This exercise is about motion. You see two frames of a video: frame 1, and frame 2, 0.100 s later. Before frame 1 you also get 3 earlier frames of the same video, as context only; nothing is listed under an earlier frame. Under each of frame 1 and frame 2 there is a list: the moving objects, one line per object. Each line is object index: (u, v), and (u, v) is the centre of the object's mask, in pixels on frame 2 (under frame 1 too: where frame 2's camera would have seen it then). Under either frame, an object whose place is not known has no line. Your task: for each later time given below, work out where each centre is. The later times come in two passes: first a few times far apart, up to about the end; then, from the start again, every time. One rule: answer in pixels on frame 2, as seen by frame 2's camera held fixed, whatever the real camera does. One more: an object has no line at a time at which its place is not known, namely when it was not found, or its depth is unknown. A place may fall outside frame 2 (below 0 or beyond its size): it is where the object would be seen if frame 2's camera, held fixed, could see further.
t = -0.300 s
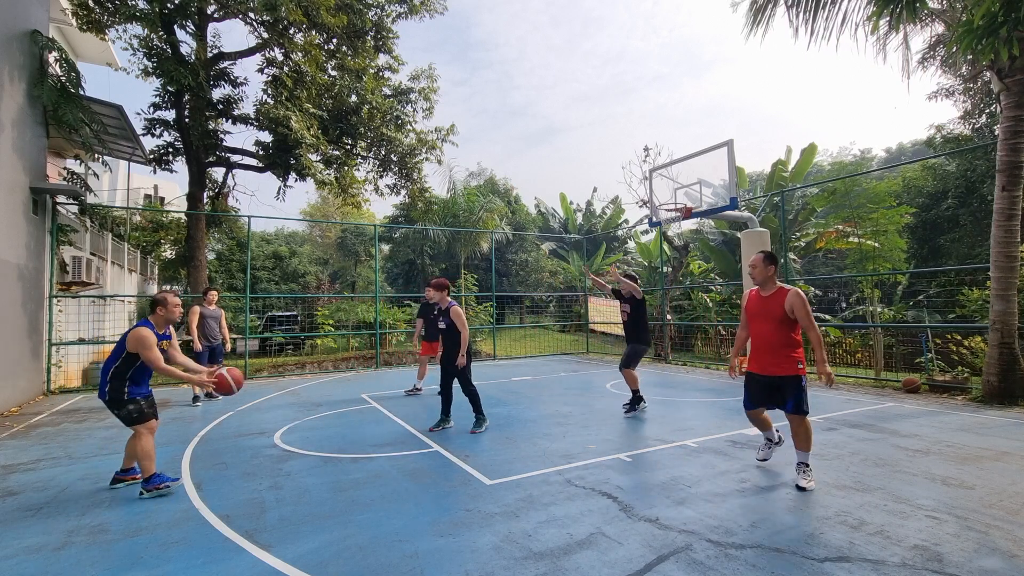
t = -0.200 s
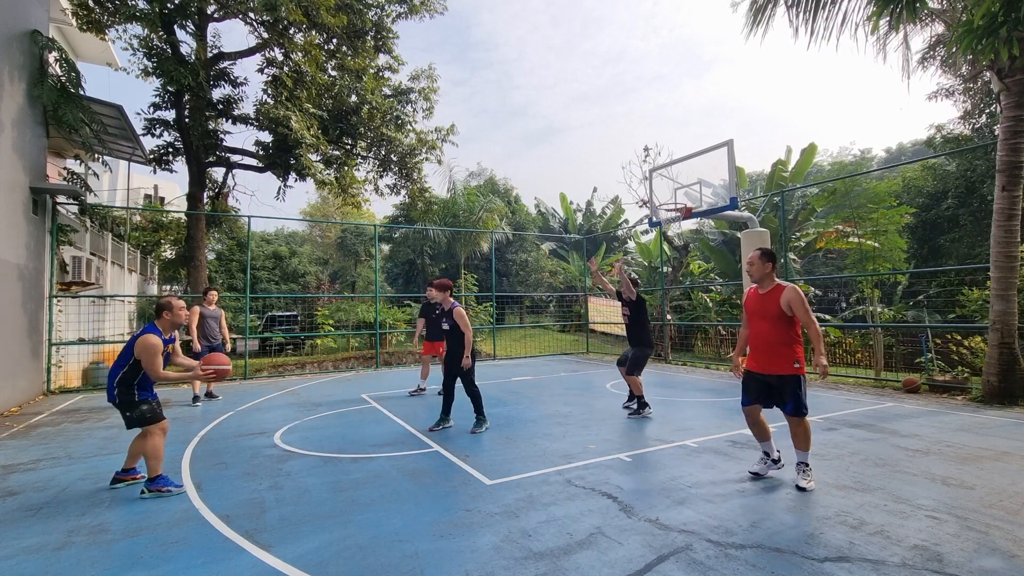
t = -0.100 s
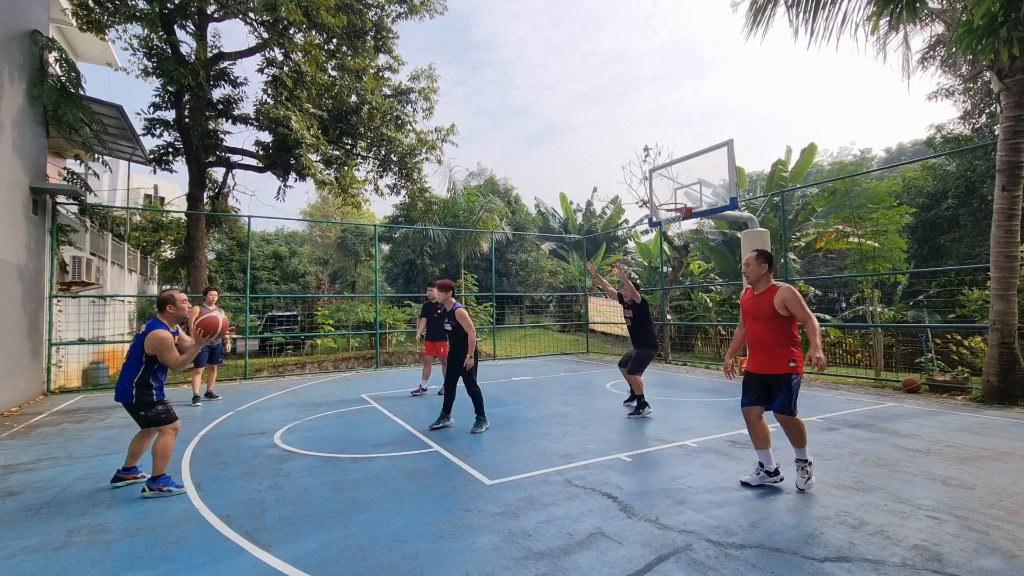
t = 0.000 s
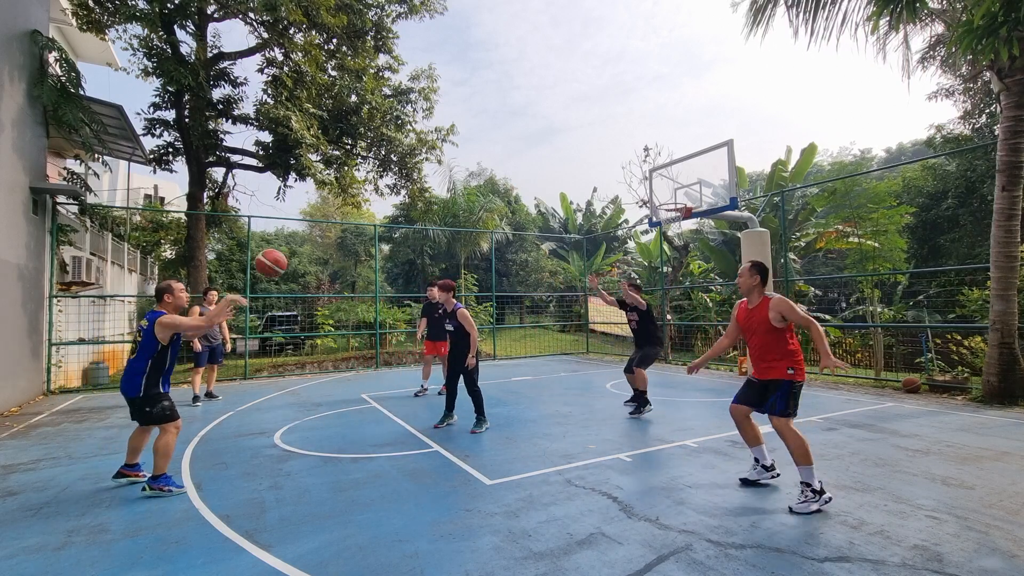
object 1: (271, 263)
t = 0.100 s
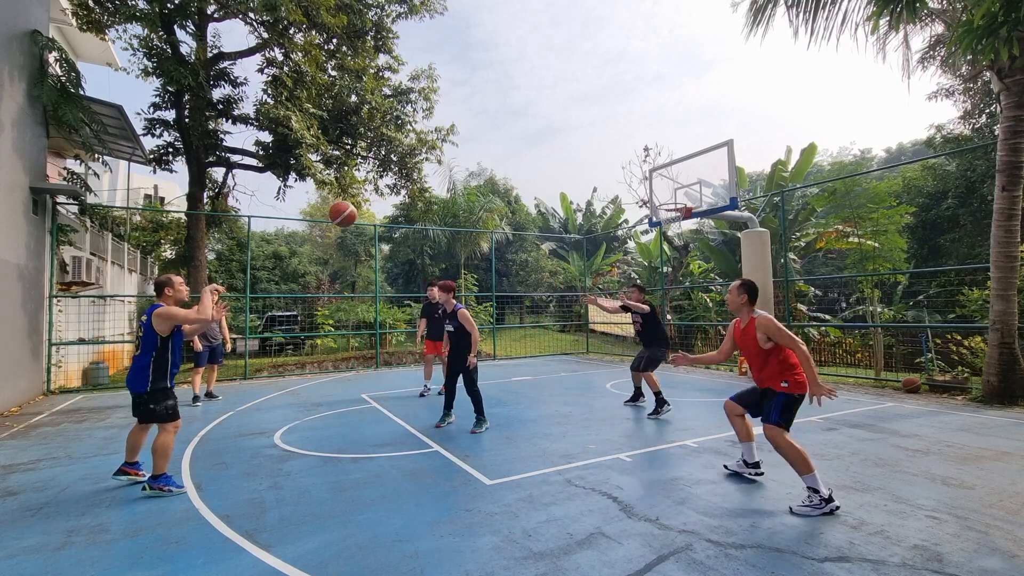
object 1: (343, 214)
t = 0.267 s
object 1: (439, 169)
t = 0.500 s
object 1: (540, 157)
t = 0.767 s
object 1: (626, 192)
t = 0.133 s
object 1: (364, 202)
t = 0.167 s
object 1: (384, 191)
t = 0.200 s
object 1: (403, 182)
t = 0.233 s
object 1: (421, 174)
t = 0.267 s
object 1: (439, 169)
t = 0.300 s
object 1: (455, 163)
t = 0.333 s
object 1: (471, 160)
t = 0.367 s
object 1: (486, 157)
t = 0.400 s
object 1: (500, 156)
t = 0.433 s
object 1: (514, 155)
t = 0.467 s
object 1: (527, 155)
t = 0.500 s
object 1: (540, 157)
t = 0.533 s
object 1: (552, 159)
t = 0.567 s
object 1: (564, 162)
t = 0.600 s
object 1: (575, 165)
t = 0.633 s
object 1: (586, 169)
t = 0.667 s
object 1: (597, 174)
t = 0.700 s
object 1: (607, 180)
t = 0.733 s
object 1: (617, 186)
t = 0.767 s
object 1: (626, 192)
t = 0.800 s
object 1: (636, 200)
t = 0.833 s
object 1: (644, 208)
